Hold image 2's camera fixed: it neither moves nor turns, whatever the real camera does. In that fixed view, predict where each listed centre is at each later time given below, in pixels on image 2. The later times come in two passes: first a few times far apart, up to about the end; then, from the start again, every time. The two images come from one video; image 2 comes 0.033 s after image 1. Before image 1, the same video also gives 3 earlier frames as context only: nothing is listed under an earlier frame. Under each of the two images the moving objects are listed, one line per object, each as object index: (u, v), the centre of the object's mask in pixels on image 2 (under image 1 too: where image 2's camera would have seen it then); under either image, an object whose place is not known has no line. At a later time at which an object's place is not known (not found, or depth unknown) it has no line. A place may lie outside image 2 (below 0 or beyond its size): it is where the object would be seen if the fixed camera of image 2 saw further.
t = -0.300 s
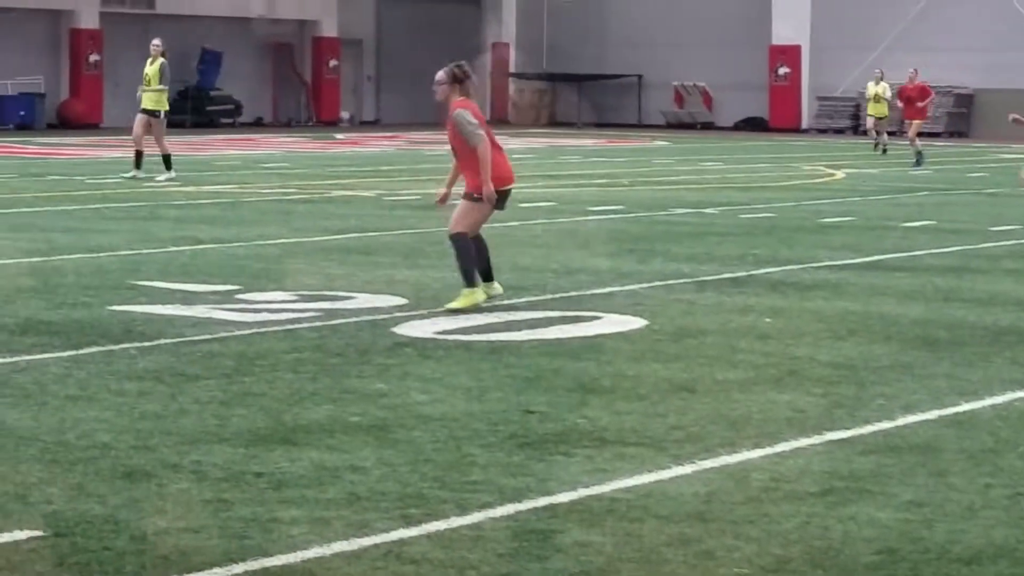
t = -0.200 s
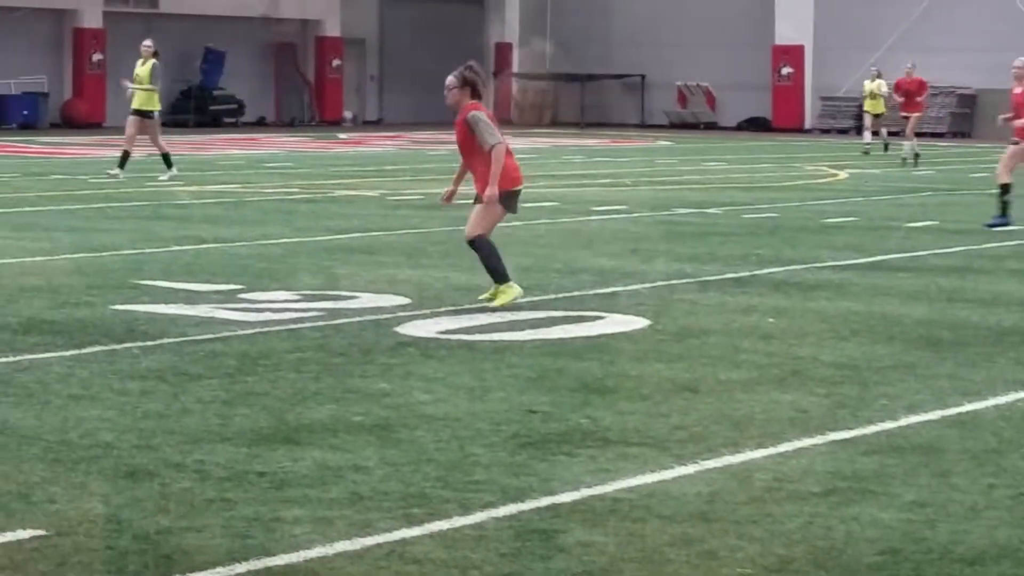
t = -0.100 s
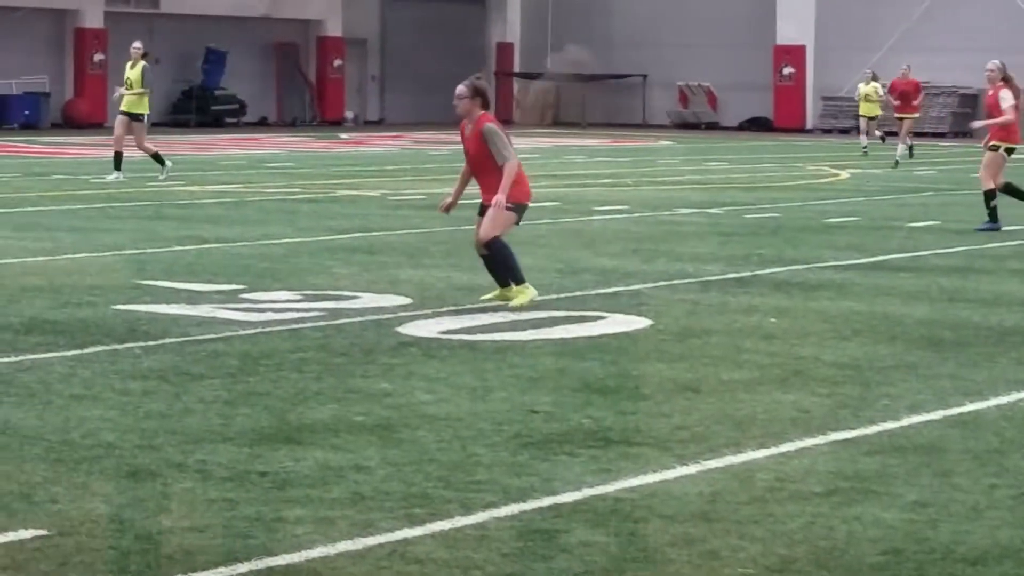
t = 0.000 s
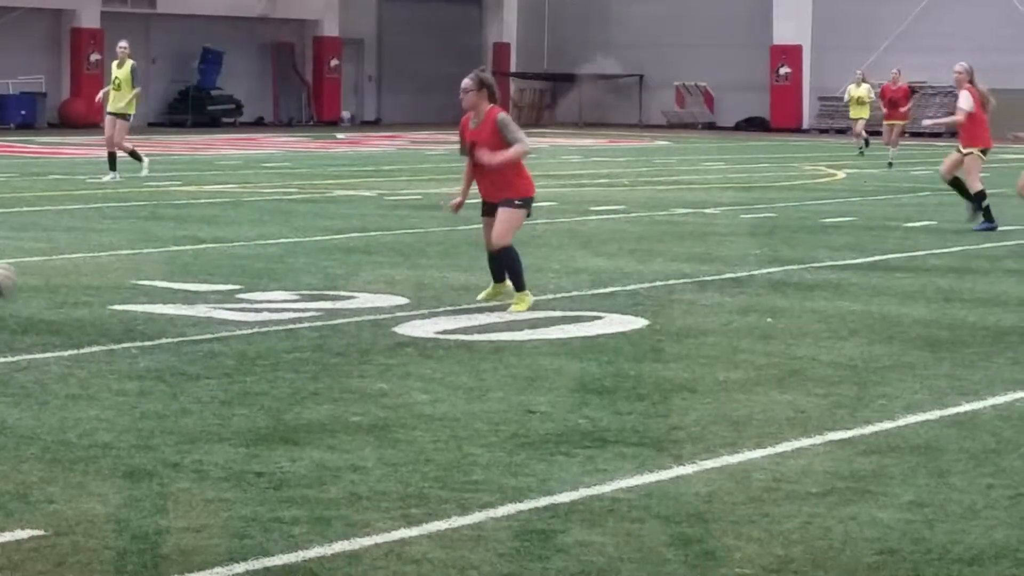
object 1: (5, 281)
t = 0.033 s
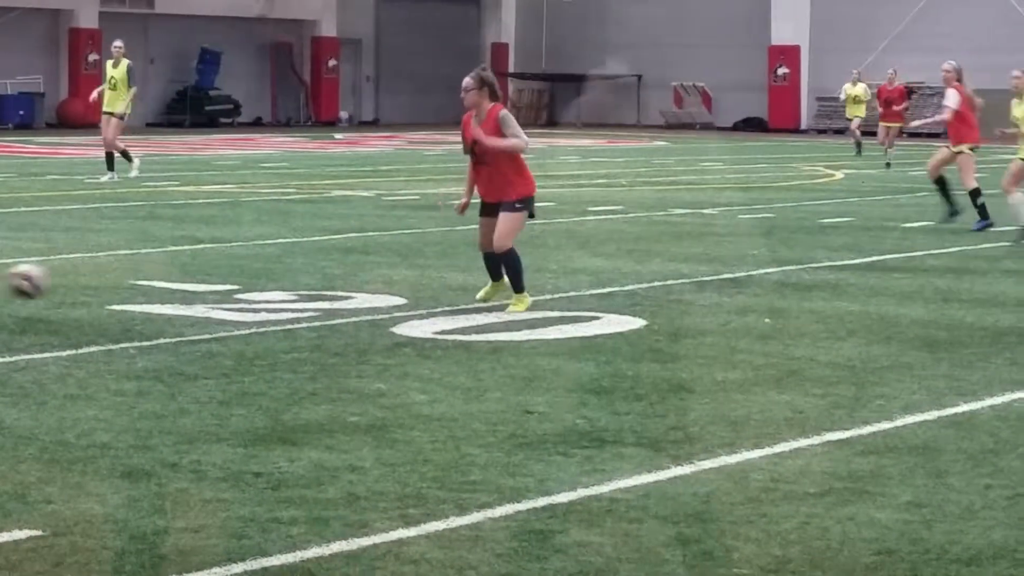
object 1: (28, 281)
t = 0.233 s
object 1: (238, 294)
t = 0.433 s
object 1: (414, 301)
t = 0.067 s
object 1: (65, 282)
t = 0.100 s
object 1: (103, 286)
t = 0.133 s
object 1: (138, 291)
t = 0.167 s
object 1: (176, 299)
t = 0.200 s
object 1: (209, 301)
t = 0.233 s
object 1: (238, 294)
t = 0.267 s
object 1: (267, 291)
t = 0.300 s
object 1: (297, 289)
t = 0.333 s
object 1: (326, 289)
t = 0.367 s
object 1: (355, 290)
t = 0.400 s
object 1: (384, 295)
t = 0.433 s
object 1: (414, 301)
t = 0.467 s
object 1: (442, 309)
